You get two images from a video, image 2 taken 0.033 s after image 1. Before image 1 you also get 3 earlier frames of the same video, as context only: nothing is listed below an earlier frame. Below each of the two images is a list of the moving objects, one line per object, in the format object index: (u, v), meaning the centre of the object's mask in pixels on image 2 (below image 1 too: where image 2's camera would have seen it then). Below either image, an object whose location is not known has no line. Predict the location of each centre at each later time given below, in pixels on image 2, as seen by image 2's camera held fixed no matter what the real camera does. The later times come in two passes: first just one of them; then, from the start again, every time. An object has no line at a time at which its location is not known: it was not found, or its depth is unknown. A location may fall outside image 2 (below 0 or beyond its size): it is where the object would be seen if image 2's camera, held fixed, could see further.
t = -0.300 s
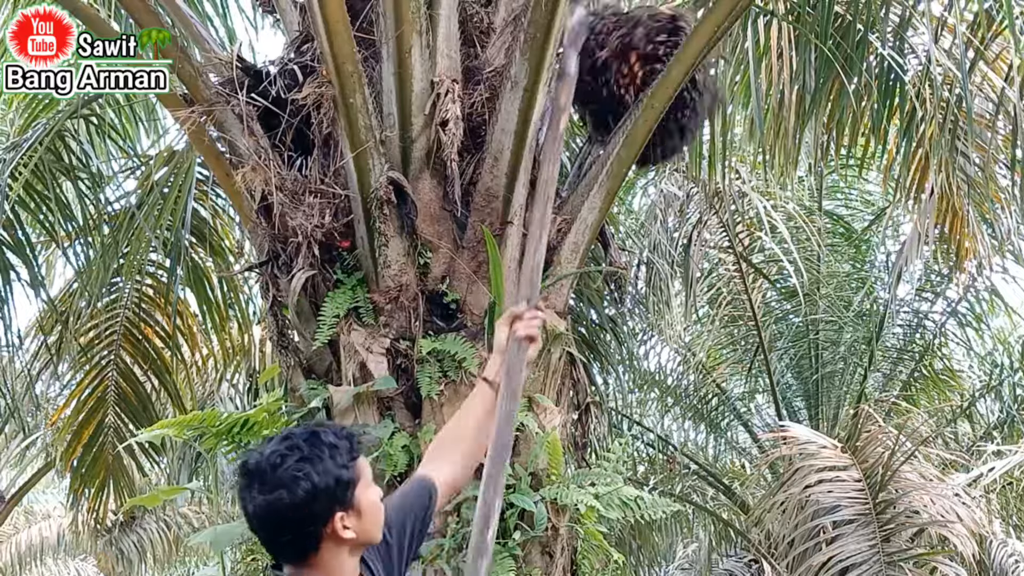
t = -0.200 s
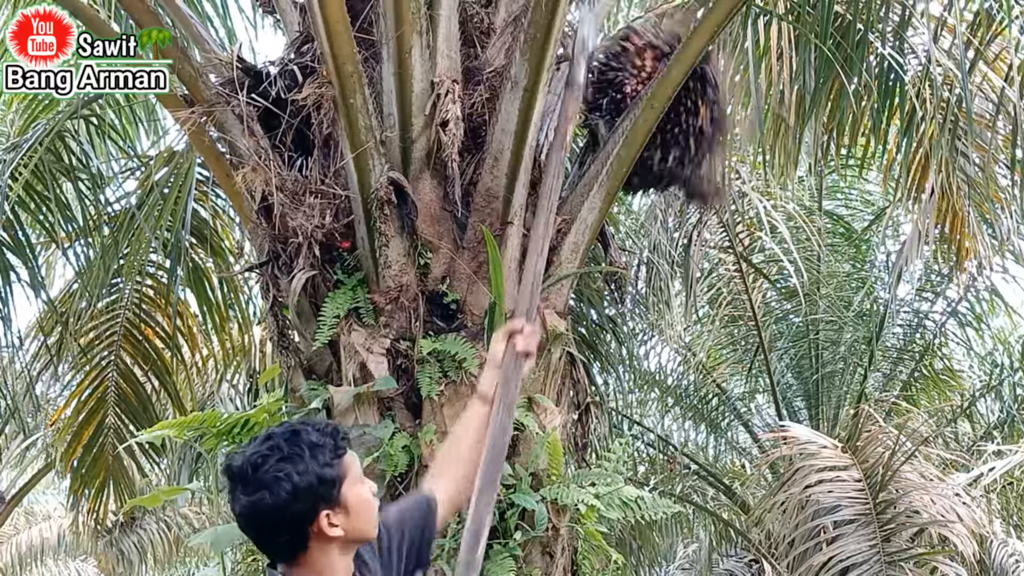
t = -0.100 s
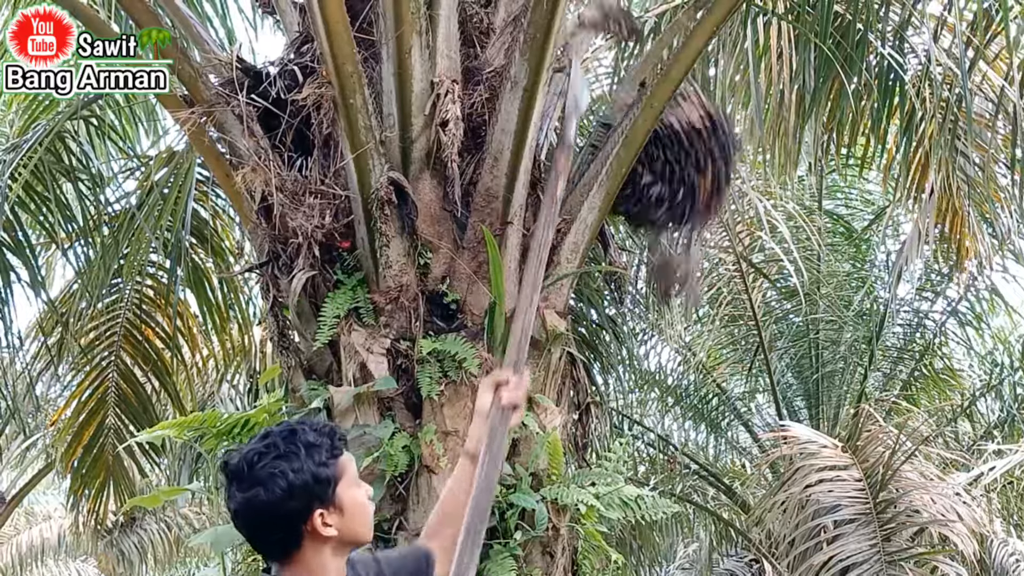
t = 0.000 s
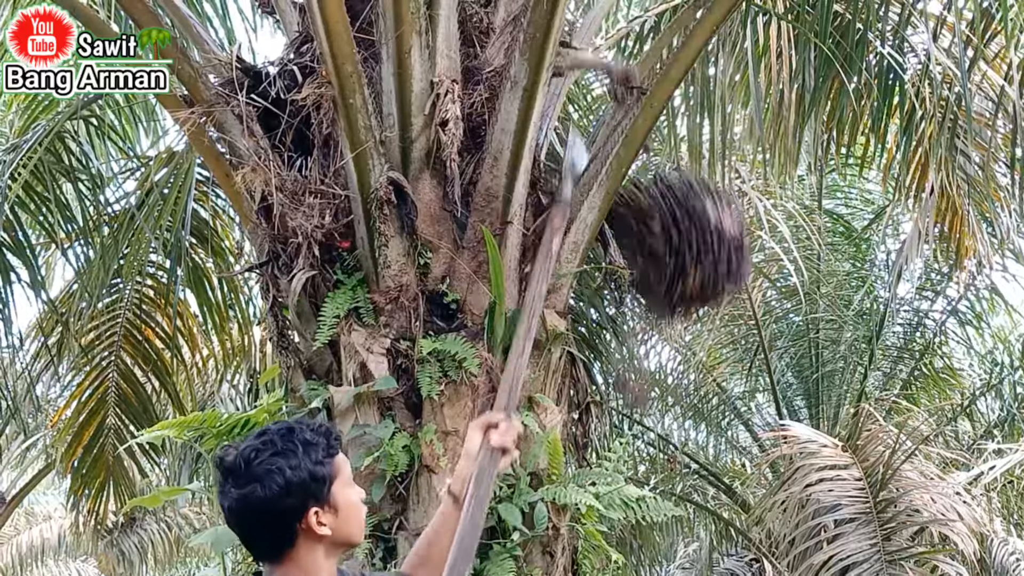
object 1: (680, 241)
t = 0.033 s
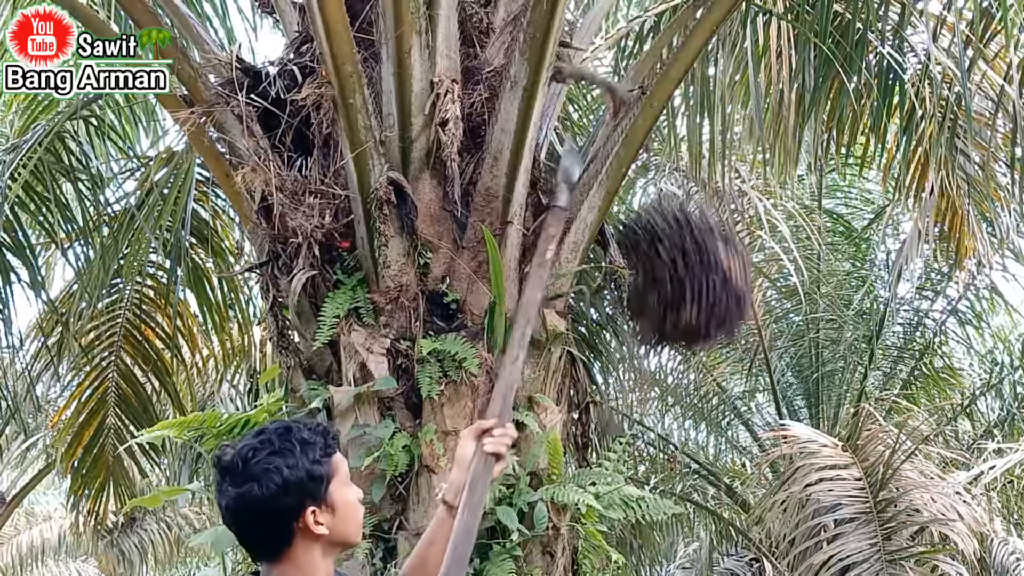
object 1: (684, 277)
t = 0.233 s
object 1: (728, 550)
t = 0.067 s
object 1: (687, 320)
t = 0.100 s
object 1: (691, 362)
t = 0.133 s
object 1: (698, 414)
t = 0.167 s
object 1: (708, 463)
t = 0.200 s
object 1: (717, 518)
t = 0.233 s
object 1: (728, 550)
